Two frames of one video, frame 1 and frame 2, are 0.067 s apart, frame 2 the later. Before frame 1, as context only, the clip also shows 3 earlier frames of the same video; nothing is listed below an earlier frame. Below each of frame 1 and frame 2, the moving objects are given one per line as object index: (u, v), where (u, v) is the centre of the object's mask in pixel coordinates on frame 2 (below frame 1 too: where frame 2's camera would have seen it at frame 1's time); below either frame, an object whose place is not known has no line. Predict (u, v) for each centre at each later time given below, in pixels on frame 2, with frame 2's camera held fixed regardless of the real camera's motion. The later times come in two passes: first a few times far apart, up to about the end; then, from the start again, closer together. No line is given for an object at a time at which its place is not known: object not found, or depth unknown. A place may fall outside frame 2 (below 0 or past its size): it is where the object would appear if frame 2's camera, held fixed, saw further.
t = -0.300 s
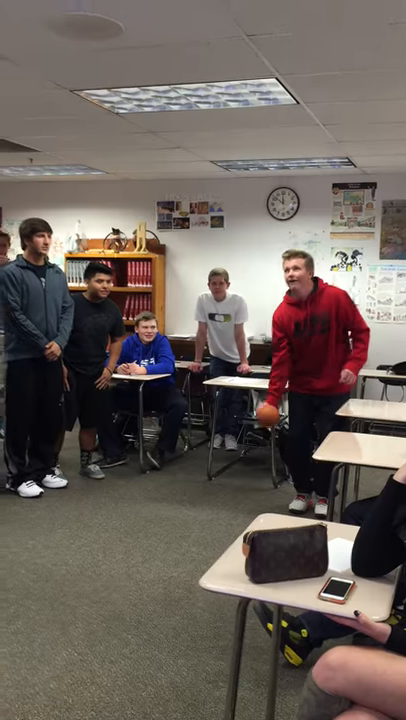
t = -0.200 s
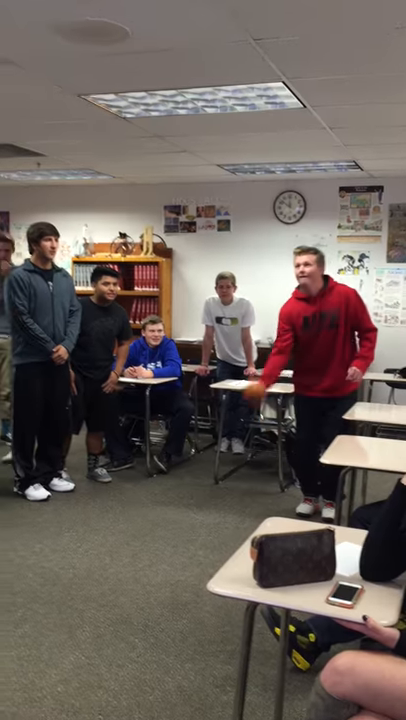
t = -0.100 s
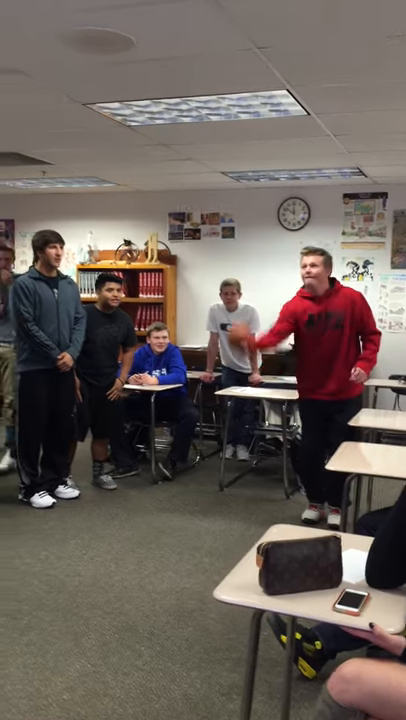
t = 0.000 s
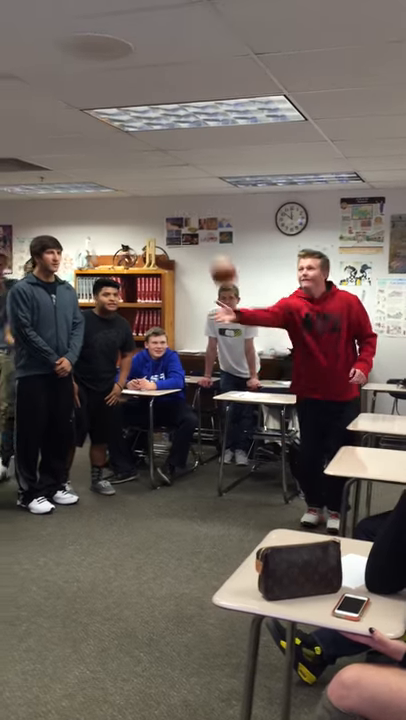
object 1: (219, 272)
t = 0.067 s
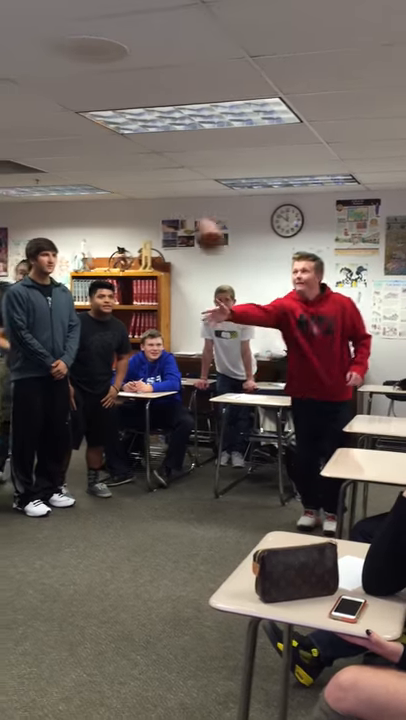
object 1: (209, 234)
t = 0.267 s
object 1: (174, 169)
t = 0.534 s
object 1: (126, 208)
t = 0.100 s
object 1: (203, 219)
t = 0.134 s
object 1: (198, 206)
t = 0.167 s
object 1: (192, 195)
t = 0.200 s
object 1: (186, 184)
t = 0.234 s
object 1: (180, 175)
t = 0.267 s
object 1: (174, 169)
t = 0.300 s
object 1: (168, 165)
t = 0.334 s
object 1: (162, 163)
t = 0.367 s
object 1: (155, 164)
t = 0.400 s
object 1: (148, 167)
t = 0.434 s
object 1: (141, 173)
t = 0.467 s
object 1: (134, 182)
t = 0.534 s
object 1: (126, 208)
